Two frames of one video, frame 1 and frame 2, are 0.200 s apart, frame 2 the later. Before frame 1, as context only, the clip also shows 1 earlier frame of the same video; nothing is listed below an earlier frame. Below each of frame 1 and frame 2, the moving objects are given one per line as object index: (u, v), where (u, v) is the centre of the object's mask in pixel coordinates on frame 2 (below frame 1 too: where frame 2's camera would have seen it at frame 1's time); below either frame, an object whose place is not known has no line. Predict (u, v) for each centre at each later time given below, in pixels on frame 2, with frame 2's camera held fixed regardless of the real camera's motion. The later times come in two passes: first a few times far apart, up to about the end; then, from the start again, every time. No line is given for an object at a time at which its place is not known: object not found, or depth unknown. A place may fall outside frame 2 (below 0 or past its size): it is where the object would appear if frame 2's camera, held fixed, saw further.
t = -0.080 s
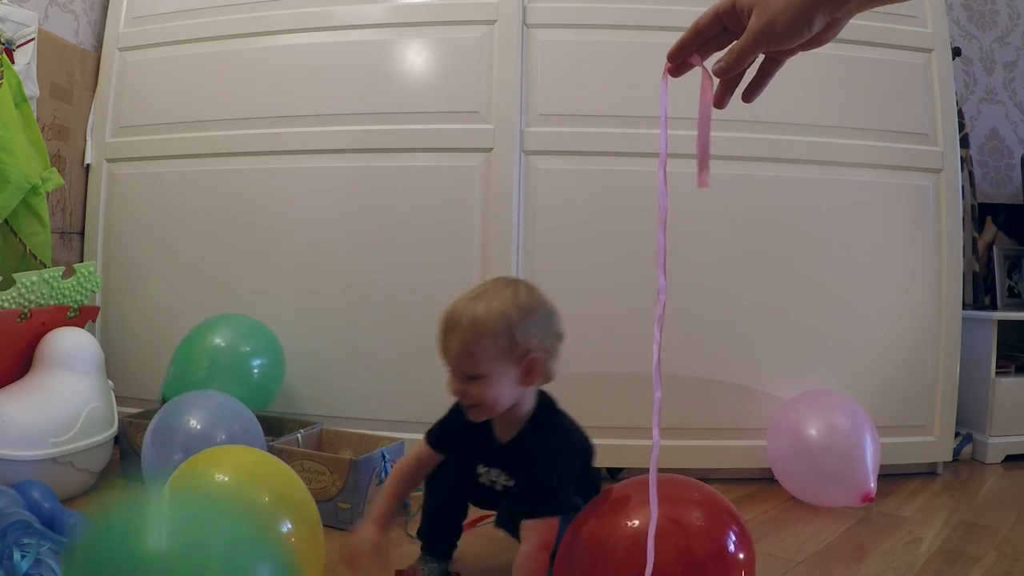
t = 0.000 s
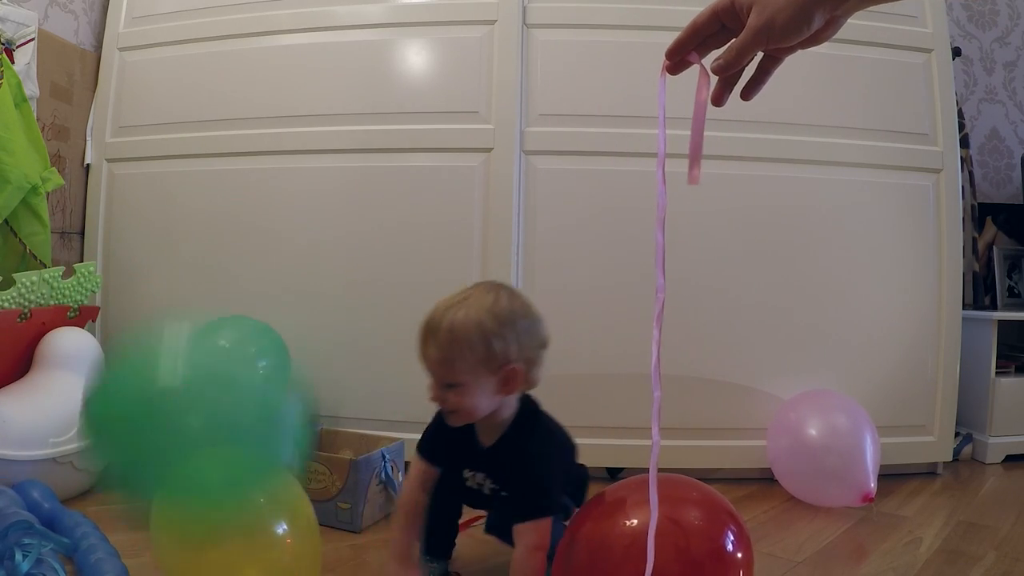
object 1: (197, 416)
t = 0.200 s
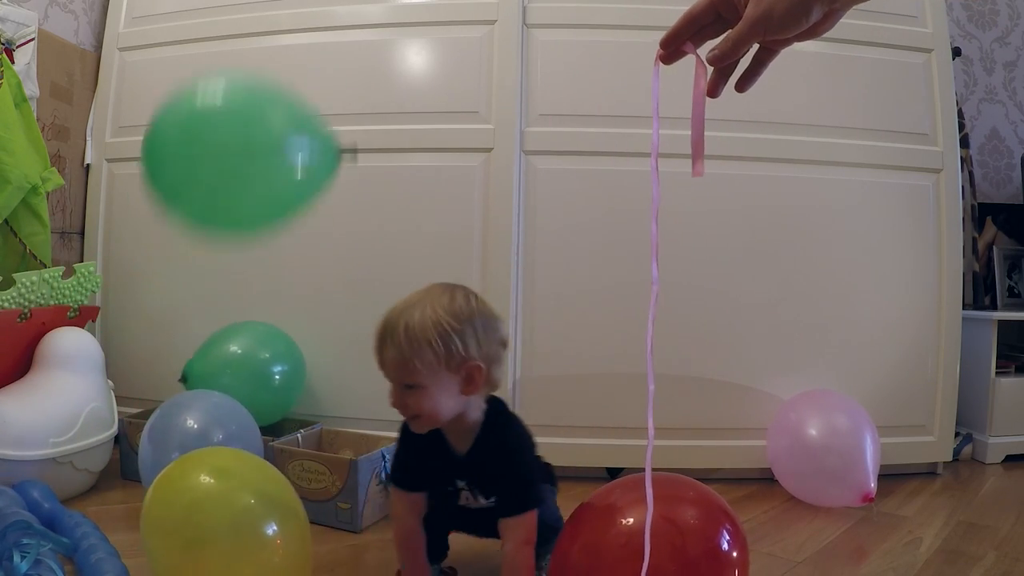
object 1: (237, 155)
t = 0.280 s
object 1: (244, 100)
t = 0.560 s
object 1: (233, 43)
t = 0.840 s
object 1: (215, 49)
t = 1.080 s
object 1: (210, 81)
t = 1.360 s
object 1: (213, 159)
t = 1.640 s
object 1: (218, 272)
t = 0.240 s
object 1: (241, 125)
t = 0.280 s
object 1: (244, 100)
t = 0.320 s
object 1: (245, 80)
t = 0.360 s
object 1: (245, 65)
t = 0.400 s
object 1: (243, 57)
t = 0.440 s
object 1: (241, 51)
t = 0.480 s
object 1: (239, 47)
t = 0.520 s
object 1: (236, 44)
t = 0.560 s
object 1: (233, 43)
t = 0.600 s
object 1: (230, 42)
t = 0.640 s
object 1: (228, 42)
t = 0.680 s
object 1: (225, 42)
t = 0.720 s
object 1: (222, 43)
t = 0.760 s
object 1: (220, 45)
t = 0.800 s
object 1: (217, 47)
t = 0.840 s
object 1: (215, 49)
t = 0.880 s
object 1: (213, 52)
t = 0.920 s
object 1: (212, 56)
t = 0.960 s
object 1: (211, 60)
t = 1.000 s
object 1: (211, 65)
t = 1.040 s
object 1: (210, 72)
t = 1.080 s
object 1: (210, 81)
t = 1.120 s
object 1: (210, 91)
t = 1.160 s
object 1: (210, 100)
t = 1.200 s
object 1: (211, 111)
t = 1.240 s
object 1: (211, 123)
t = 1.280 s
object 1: (212, 134)
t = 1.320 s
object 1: (212, 146)
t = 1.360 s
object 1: (213, 159)
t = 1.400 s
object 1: (214, 173)
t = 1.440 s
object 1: (215, 188)
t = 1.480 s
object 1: (215, 203)
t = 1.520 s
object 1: (216, 220)
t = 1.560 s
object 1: (216, 237)
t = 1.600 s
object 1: (217, 255)
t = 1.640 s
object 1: (218, 272)
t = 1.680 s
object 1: (219, 291)
